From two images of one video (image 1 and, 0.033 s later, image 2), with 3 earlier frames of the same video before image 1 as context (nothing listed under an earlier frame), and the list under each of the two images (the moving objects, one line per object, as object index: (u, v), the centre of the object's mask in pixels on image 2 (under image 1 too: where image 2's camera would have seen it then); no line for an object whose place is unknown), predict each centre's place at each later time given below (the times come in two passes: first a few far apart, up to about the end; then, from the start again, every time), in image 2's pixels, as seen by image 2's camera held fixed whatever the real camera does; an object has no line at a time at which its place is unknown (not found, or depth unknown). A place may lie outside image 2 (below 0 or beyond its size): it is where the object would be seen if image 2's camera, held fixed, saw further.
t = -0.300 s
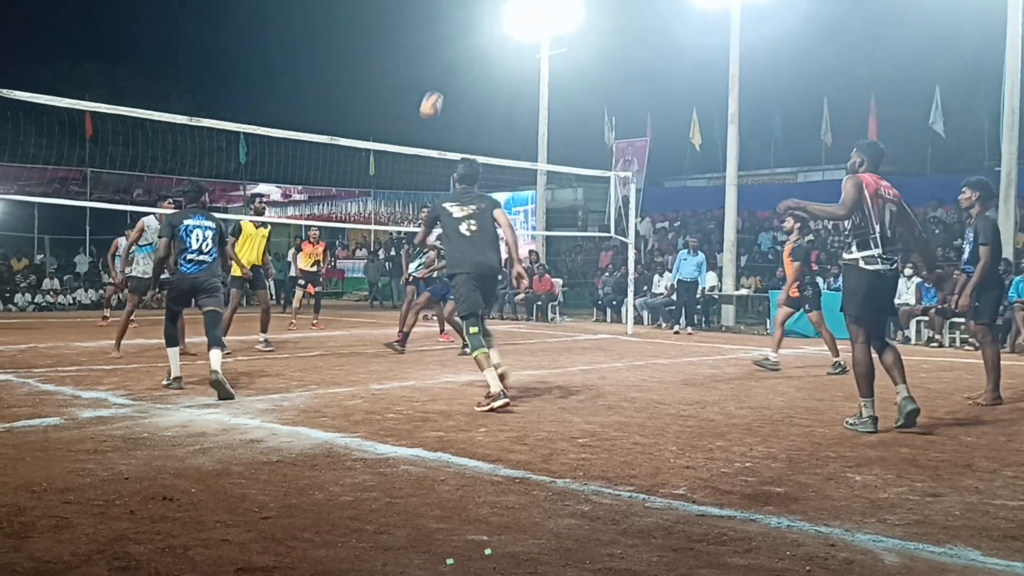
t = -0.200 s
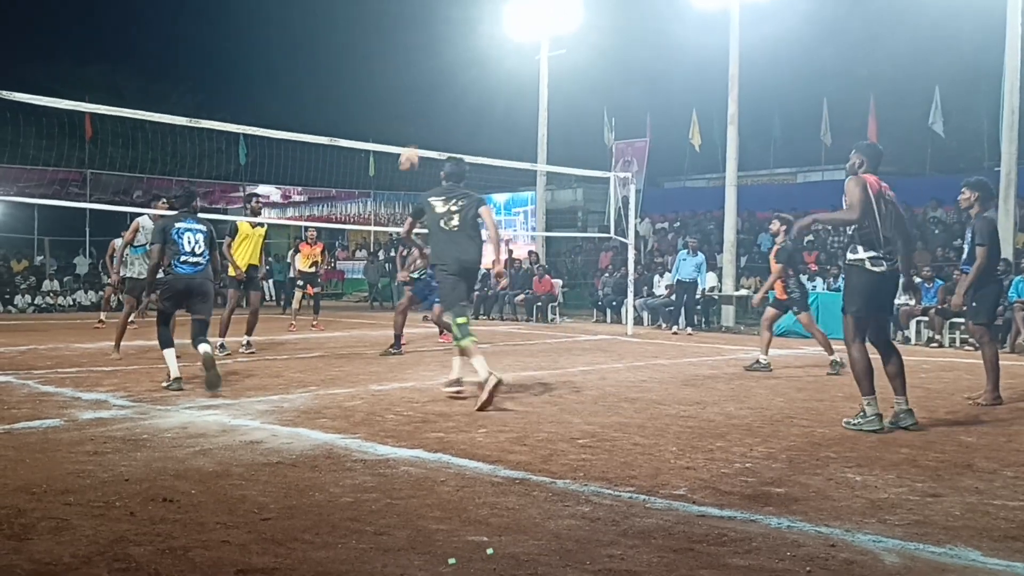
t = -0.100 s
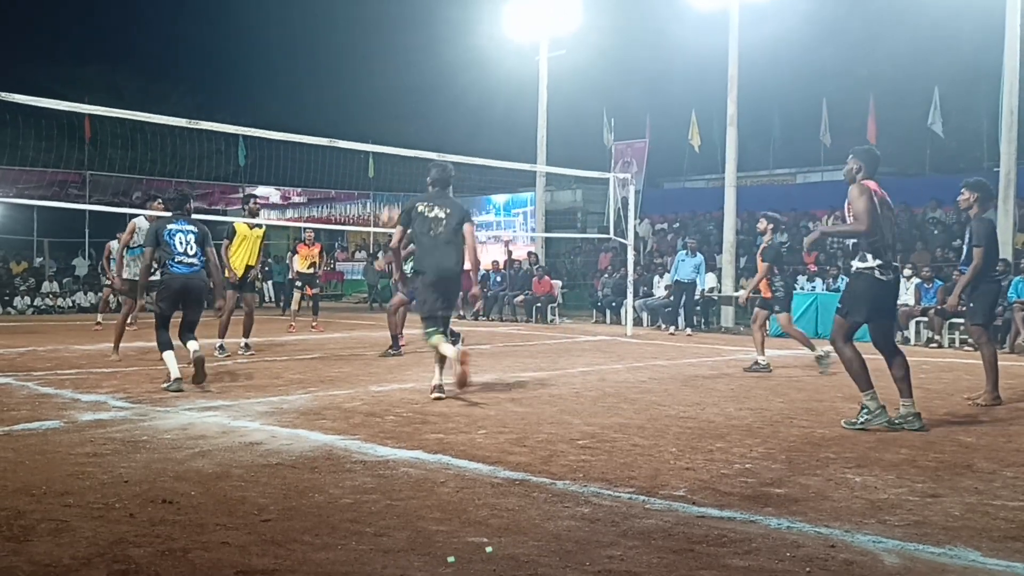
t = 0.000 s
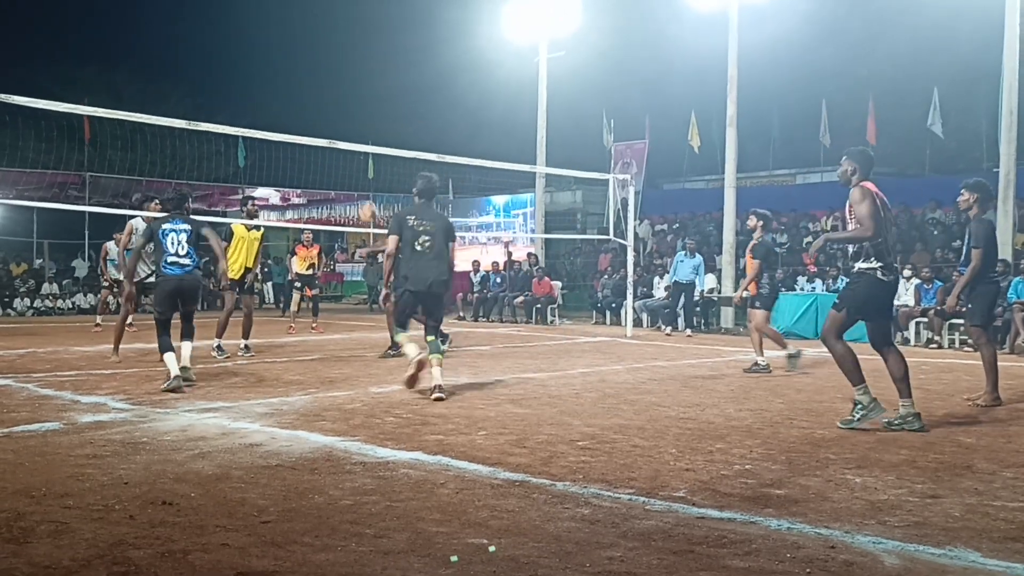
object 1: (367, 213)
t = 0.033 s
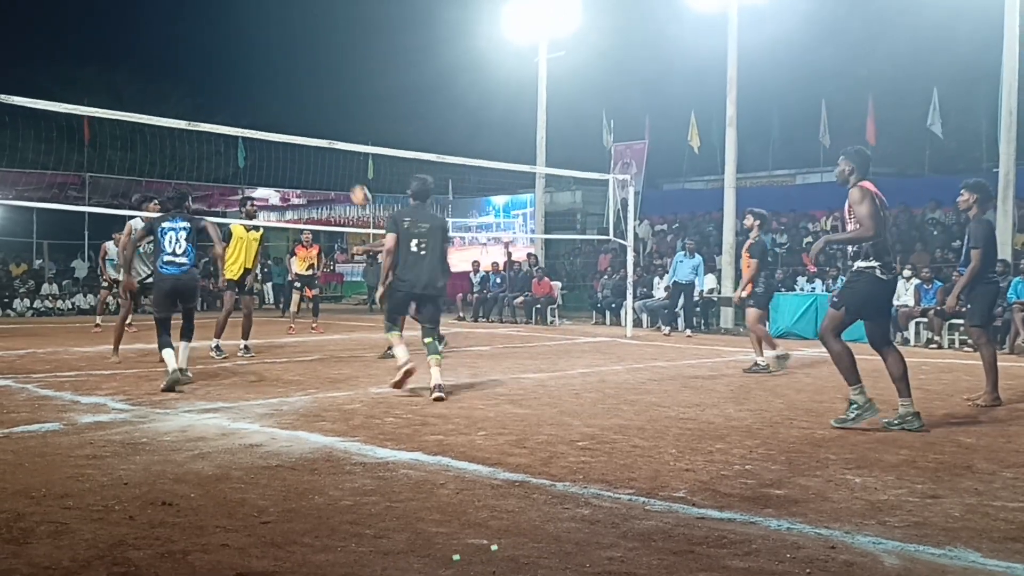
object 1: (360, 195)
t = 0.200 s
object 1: (321, 123)
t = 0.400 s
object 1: (273, 64)
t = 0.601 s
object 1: (223, 43)
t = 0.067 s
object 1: (352, 179)
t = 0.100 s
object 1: (344, 164)
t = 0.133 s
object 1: (337, 151)
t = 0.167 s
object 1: (329, 135)
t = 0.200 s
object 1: (321, 123)
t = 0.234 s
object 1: (313, 111)
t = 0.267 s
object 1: (306, 100)
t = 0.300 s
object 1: (297, 89)
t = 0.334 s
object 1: (290, 80)
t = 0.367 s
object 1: (282, 72)
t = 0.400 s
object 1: (273, 64)
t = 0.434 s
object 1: (265, 58)
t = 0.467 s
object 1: (257, 53)
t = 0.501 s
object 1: (249, 49)
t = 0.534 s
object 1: (240, 46)
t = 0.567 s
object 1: (231, 43)
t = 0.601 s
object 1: (223, 43)
